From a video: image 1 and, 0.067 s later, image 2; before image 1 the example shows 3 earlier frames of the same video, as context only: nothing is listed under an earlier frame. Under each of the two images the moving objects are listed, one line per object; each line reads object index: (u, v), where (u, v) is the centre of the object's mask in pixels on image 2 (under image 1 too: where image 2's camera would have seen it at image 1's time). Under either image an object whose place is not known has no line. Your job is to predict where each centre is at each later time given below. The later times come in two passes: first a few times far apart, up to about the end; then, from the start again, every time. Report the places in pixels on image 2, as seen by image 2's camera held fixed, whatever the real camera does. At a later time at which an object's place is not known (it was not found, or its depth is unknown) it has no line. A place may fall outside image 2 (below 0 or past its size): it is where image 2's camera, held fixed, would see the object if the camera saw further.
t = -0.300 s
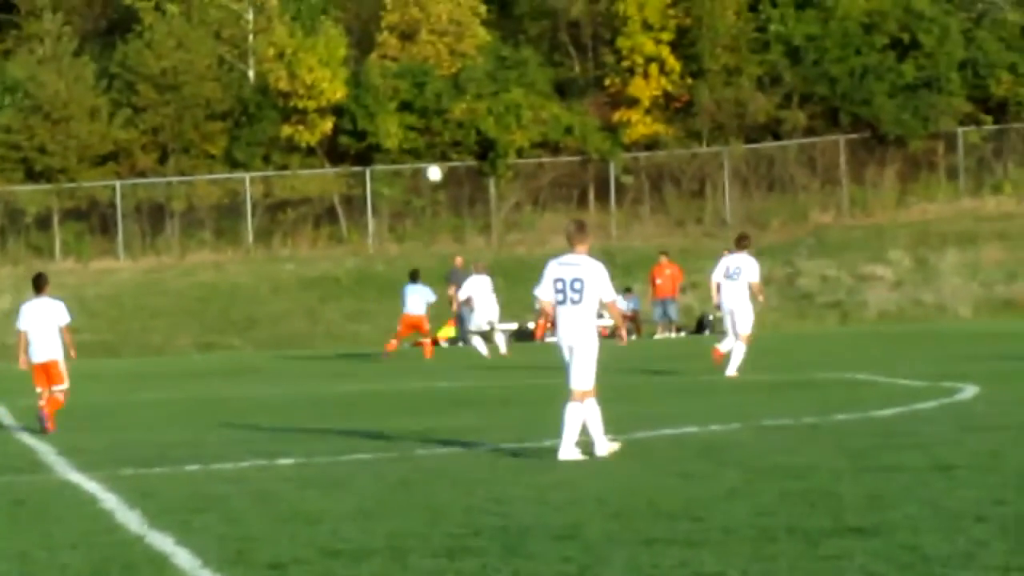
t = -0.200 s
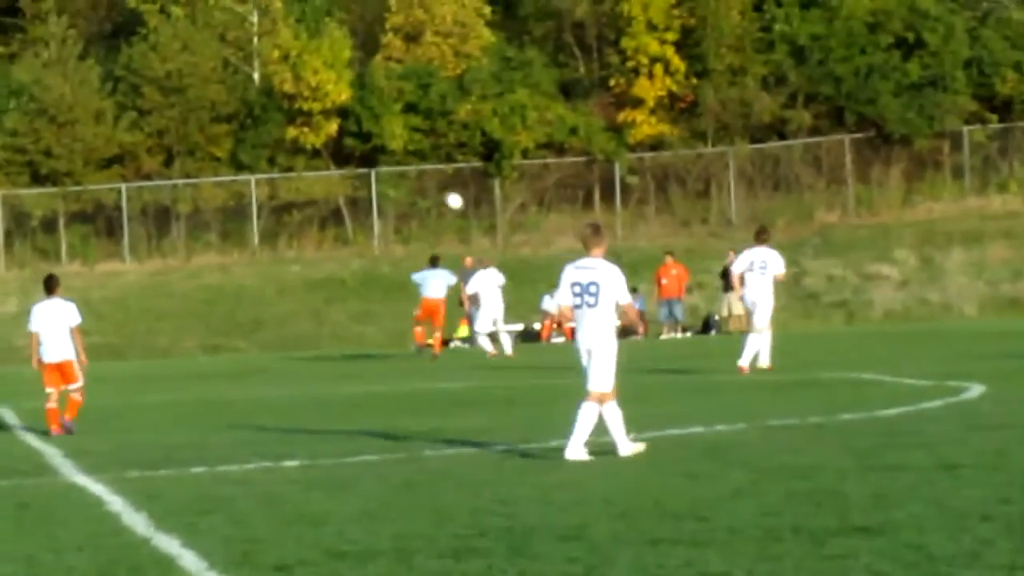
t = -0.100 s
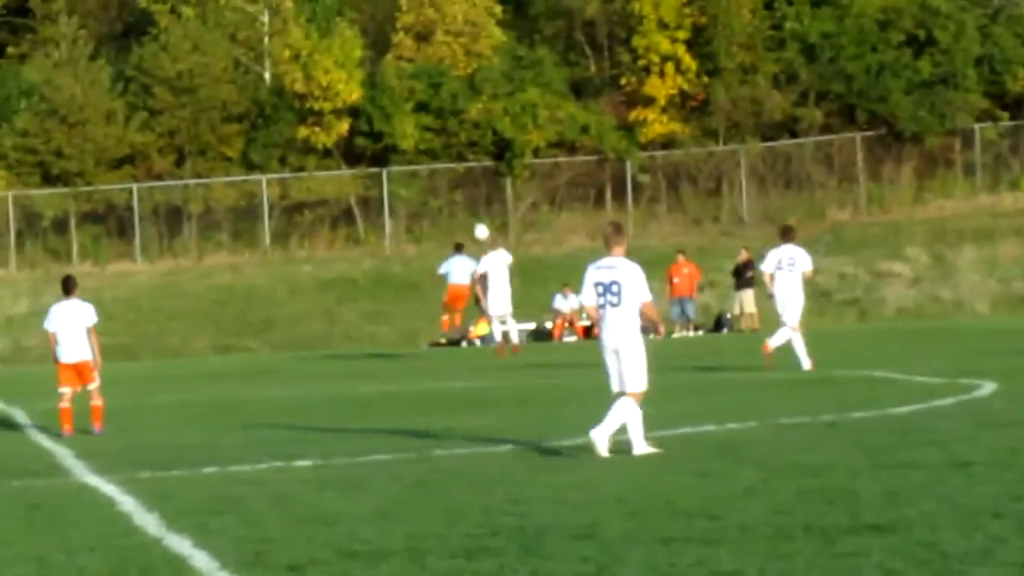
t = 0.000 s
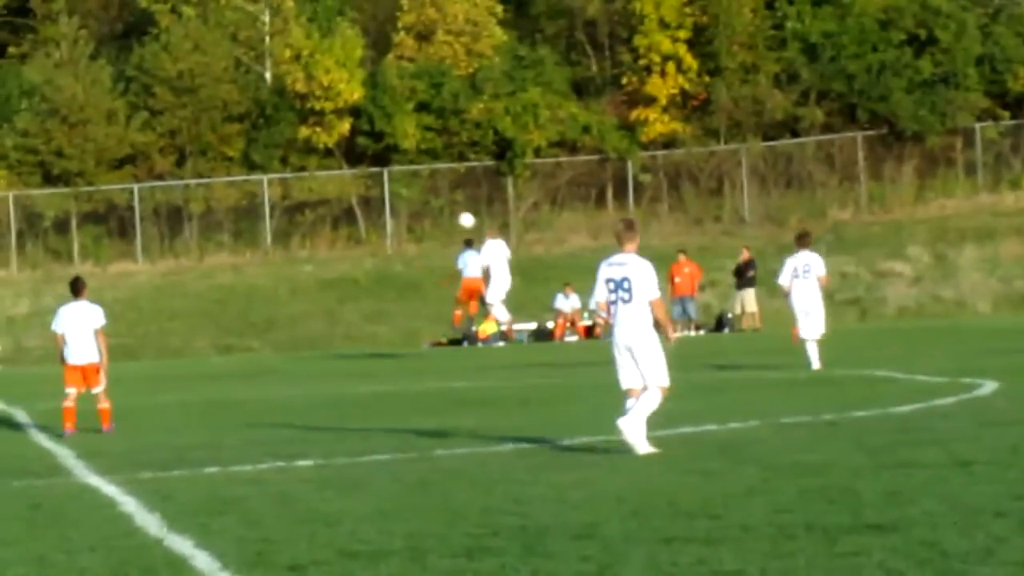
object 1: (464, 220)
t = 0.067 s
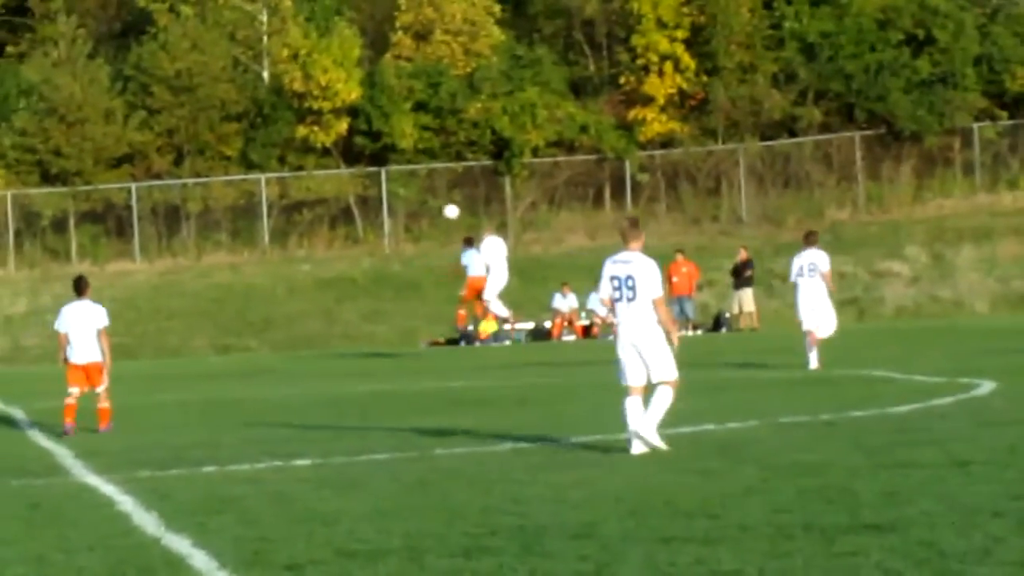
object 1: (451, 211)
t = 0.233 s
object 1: (421, 204)
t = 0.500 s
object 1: (380, 228)
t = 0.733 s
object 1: (349, 282)
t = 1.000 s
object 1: (321, 340)
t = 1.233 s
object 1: (303, 308)
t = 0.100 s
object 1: (445, 208)
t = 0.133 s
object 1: (438, 206)
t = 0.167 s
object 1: (433, 205)
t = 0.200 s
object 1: (427, 203)
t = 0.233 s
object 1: (421, 204)
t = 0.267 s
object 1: (415, 204)
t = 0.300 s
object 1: (410, 206)
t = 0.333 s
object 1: (405, 208)
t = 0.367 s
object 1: (399, 210)
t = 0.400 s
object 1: (395, 214)
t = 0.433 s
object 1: (389, 218)
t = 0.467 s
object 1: (384, 223)
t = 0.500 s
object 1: (380, 228)
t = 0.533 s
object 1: (375, 233)
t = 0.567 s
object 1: (371, 240)
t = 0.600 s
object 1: (366, 248)
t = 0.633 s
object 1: (362, 256)
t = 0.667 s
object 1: (357, 264)
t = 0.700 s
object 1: (353, 272)
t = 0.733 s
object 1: (349, 282)
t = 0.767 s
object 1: (345, 292)
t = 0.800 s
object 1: (341, 303)
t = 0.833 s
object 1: (338, 314)
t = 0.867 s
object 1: (334, 325)
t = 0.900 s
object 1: (330, 338)
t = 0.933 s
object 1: (327, 349)
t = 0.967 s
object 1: (324, 347)
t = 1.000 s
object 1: (321, 340)
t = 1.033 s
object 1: (319, 333)
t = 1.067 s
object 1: (316, 327)
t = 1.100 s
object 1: (313, 322)
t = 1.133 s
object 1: (310, 318)
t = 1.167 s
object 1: (308, 313)
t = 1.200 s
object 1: (306, 310)
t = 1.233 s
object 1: (303, 308)
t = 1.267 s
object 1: (301, 306)
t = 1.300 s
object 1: (298, 304)
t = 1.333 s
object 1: (296, 304)
